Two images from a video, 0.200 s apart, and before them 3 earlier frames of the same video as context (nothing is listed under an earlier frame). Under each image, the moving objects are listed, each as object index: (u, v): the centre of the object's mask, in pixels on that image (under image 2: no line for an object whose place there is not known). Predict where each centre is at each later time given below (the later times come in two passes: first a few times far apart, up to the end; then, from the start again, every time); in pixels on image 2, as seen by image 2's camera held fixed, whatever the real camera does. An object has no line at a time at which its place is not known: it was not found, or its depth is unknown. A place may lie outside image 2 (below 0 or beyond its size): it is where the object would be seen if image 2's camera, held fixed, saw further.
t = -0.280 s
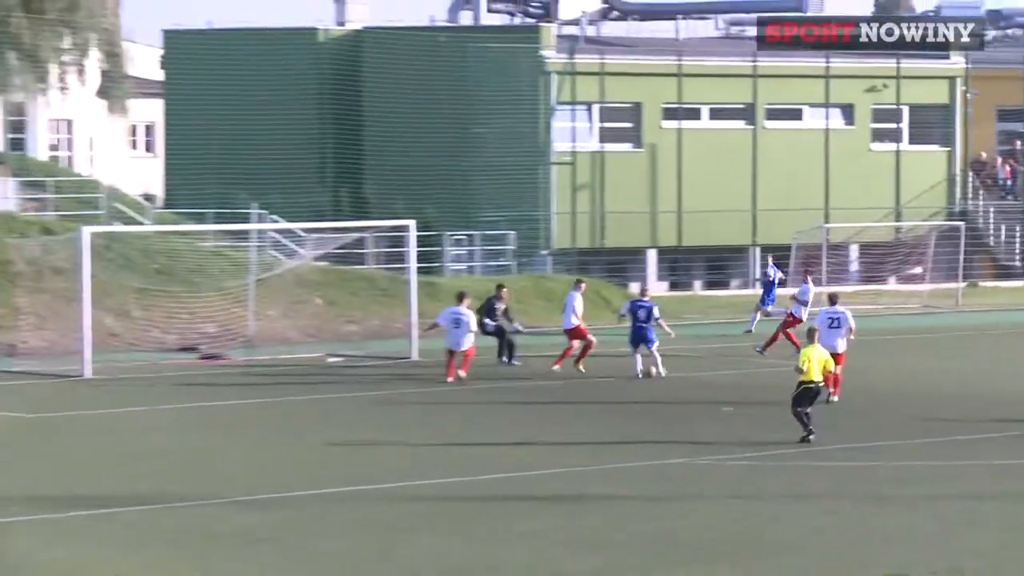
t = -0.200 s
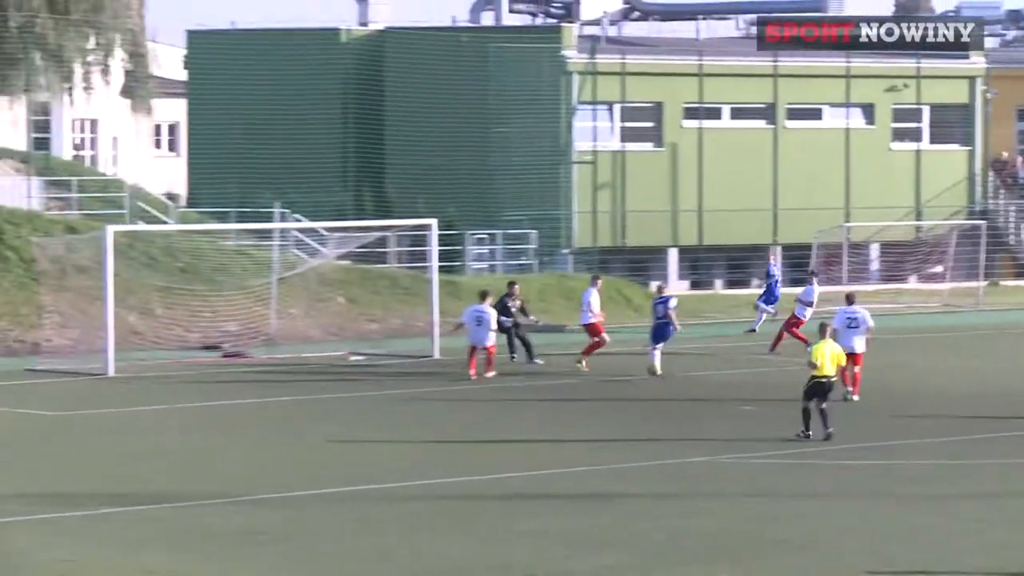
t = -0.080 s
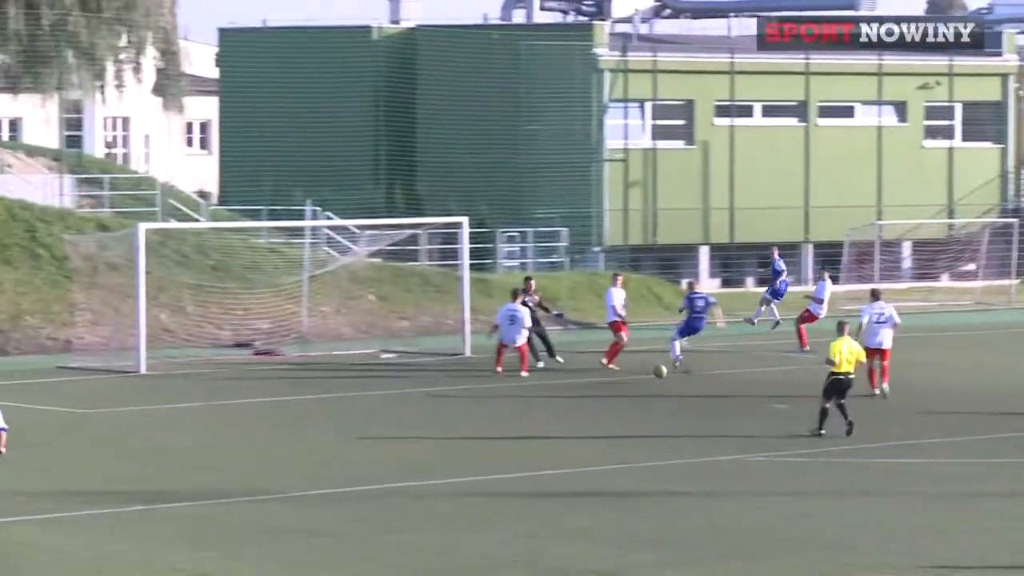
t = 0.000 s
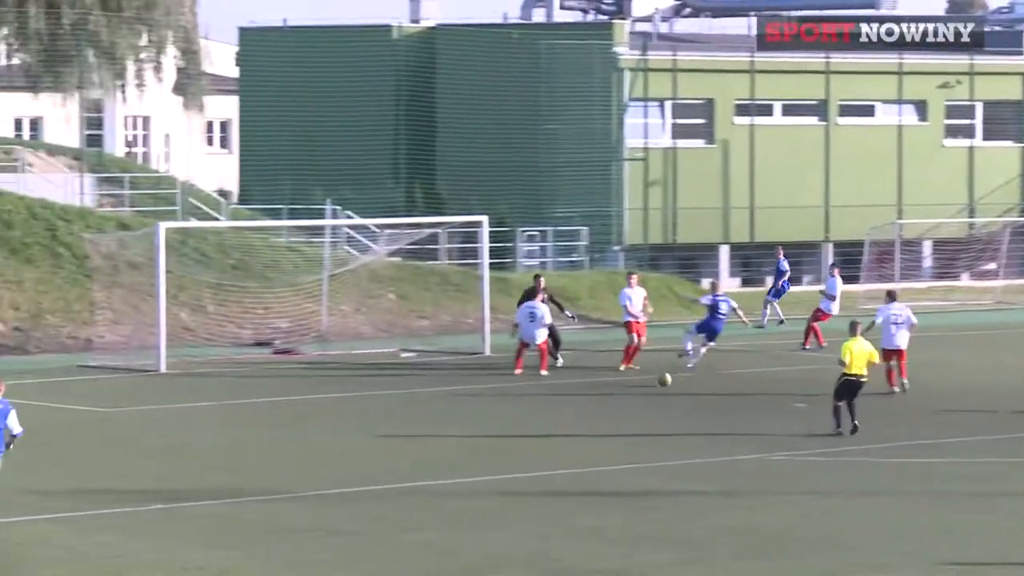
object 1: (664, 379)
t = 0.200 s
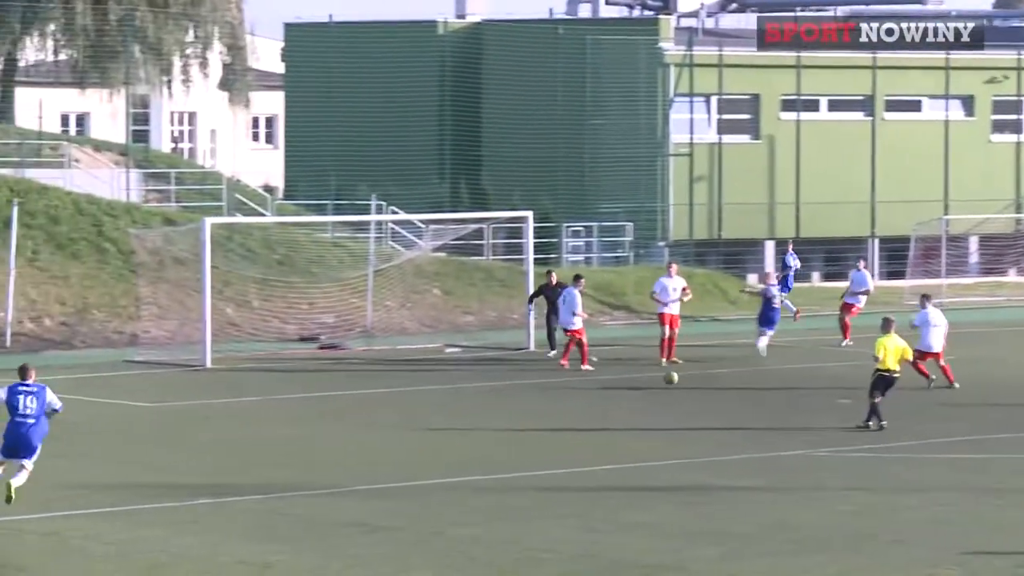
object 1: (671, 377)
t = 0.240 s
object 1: (664, 380)
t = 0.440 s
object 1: (628, 388)
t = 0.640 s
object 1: (593, 398)
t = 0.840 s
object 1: (561, 405)
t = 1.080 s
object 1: (522, 416)
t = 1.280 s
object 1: (492, 423)
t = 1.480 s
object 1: (465, 431)
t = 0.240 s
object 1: (664, 380)
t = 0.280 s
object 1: (657, 385)
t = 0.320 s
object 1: (650, 384)
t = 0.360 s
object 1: (643, 384)
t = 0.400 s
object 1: (635, 385)
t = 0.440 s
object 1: (628, 388)
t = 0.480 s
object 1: (620, 392)
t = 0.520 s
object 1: (613, 393)
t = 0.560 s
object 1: (606, 393)
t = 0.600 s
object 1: (600, 395)
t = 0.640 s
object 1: (593, 398)
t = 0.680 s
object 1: (586, 399)
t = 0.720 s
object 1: (580, 401)
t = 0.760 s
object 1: (573, 403)
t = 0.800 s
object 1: (567, 403)
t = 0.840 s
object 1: (561, 405)
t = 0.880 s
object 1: (555, 408)
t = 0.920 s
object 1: (548, 409)
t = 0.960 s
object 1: (541, 409)
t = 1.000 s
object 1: (535, 411)
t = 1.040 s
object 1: (529, 414)
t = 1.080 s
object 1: (522, 416)
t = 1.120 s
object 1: (516, 415)
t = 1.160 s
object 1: (511, 418)
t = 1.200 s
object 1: (504, 420)
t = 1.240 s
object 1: (499, 424)
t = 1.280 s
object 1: (492, 423)
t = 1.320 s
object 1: (487, 425)
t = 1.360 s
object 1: (481, 427)
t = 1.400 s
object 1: (476, 430)
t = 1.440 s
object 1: (470, 430)
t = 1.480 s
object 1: (465, 431)
